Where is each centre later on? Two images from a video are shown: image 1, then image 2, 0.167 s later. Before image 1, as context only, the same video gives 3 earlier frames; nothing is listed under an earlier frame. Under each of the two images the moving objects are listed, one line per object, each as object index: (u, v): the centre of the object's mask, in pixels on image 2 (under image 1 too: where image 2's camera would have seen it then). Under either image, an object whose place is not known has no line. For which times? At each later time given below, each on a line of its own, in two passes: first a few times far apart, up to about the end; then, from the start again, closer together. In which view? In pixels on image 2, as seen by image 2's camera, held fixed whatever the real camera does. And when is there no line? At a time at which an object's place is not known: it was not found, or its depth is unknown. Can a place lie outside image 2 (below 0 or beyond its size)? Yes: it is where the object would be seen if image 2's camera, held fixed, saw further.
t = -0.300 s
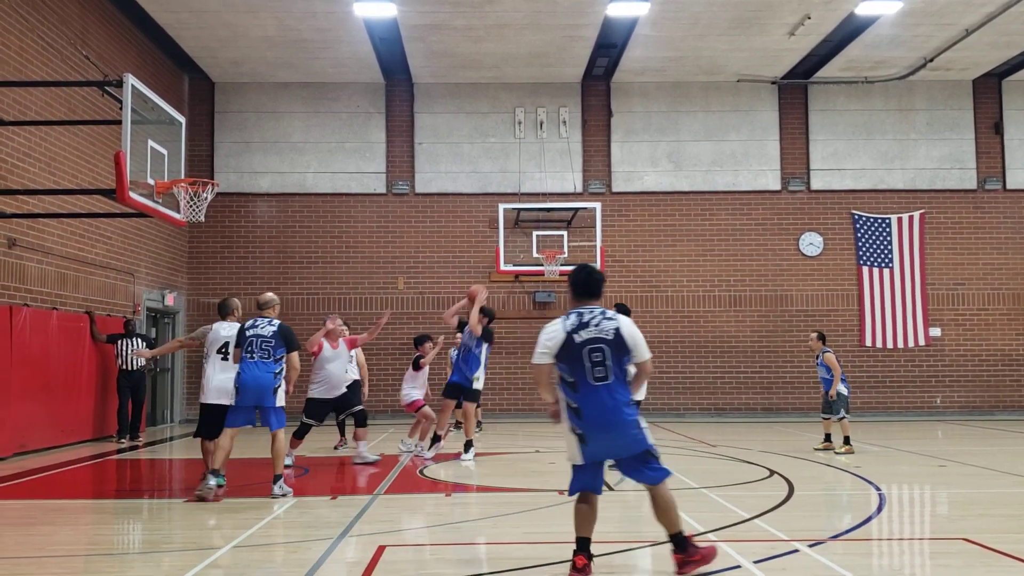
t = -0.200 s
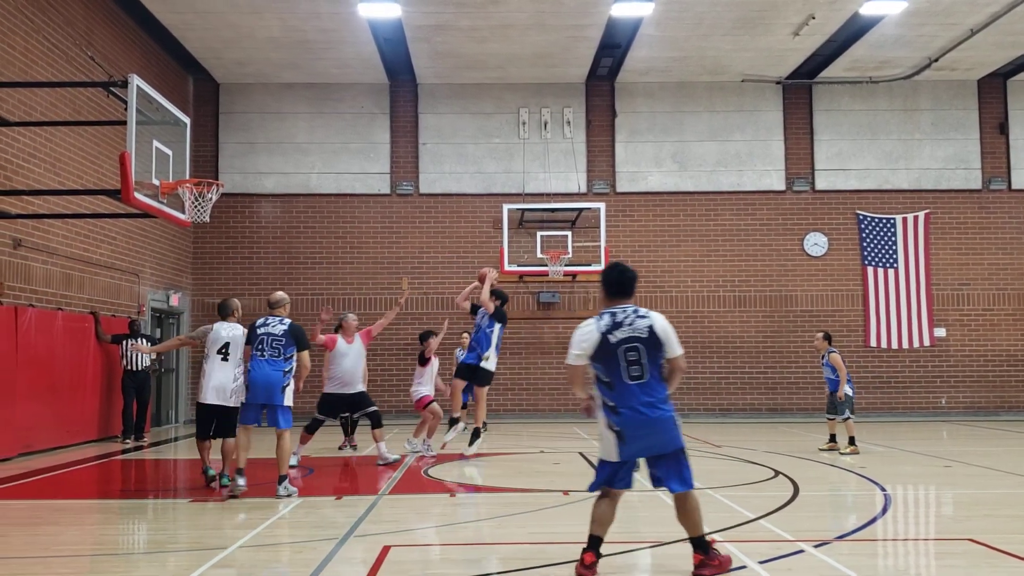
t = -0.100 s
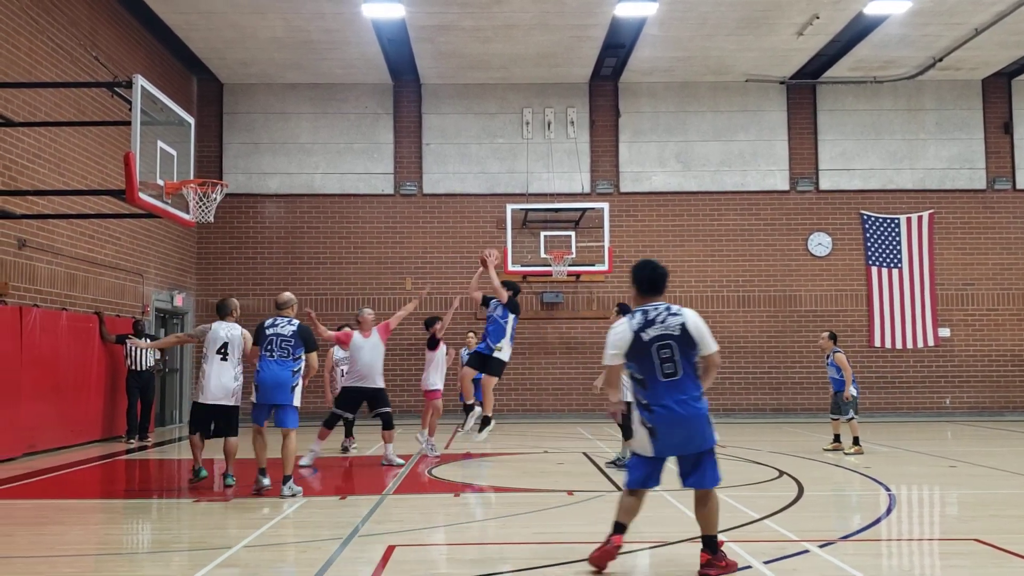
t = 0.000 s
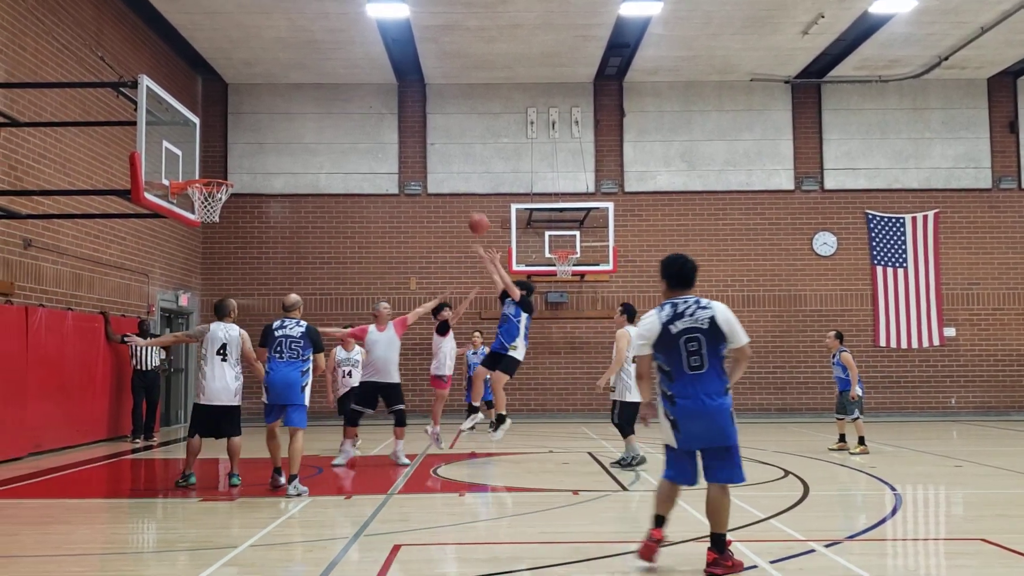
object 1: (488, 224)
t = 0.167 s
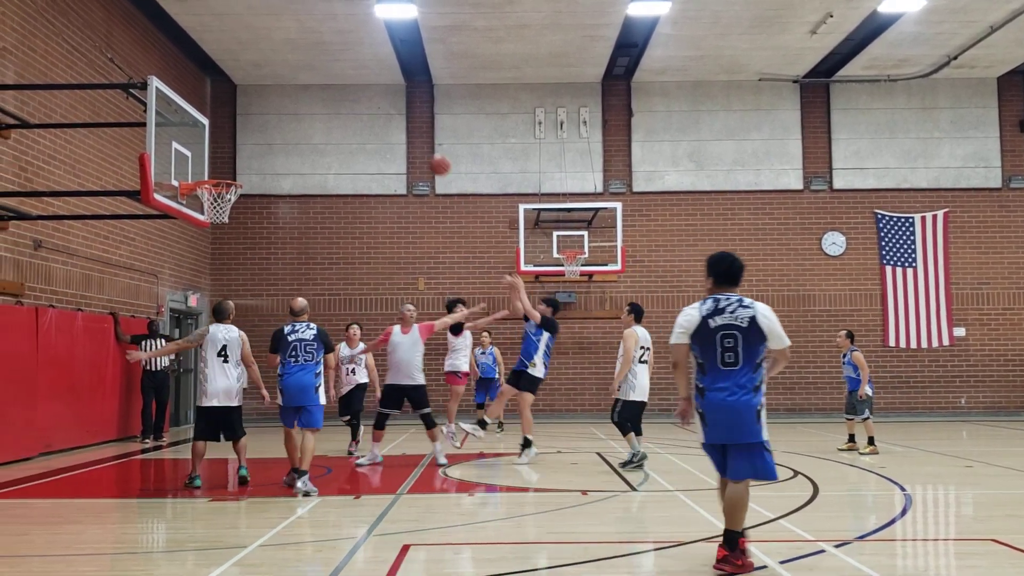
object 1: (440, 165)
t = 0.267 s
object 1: (411, 141)
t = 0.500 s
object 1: (344, 114)
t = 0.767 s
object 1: (264, 142)
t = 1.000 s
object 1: (208, 165)
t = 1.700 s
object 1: (228, 196)
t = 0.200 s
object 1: (431, 155)
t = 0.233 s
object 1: (421, 147)
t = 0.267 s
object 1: (411, 141)
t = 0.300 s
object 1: (402, 134)
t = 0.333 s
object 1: (392, 128)
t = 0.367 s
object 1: (382, 123)
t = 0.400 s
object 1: (373, 120)
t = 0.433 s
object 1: (363, 117)
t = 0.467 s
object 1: (354, 115)
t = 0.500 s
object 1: (344, 114)
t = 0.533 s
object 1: (334, 114)
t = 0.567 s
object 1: (324, 115)
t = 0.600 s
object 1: (314, 117)
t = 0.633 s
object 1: (304, 120)
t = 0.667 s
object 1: (294, 124)
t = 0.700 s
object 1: (284, 129)
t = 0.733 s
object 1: (274, 135)
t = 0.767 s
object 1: (264, 142)
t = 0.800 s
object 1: (254, 150)
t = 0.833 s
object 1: (243, 159)
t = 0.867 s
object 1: (232, 169)
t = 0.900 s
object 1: (226, 169)
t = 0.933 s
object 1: (220, 168)
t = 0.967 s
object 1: (214, 166)
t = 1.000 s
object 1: (208, 165)
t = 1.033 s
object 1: (202, 165)
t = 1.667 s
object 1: (223, 195)
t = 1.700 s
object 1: (228, 196)
